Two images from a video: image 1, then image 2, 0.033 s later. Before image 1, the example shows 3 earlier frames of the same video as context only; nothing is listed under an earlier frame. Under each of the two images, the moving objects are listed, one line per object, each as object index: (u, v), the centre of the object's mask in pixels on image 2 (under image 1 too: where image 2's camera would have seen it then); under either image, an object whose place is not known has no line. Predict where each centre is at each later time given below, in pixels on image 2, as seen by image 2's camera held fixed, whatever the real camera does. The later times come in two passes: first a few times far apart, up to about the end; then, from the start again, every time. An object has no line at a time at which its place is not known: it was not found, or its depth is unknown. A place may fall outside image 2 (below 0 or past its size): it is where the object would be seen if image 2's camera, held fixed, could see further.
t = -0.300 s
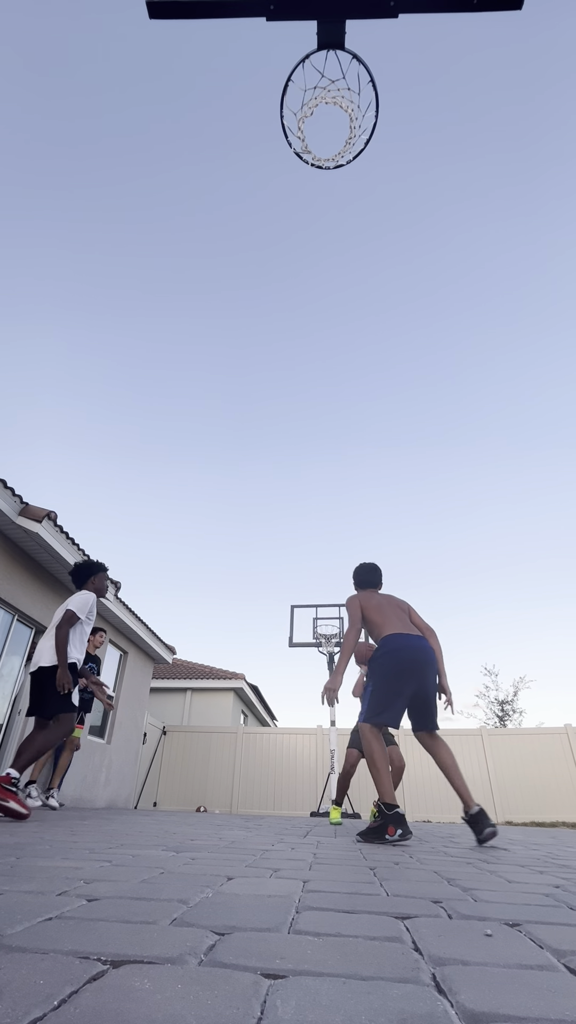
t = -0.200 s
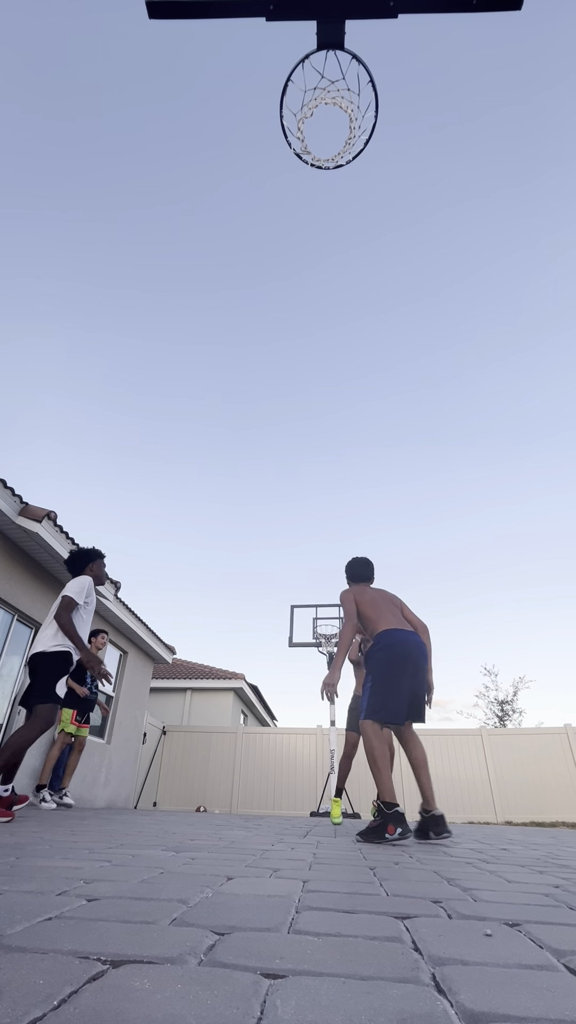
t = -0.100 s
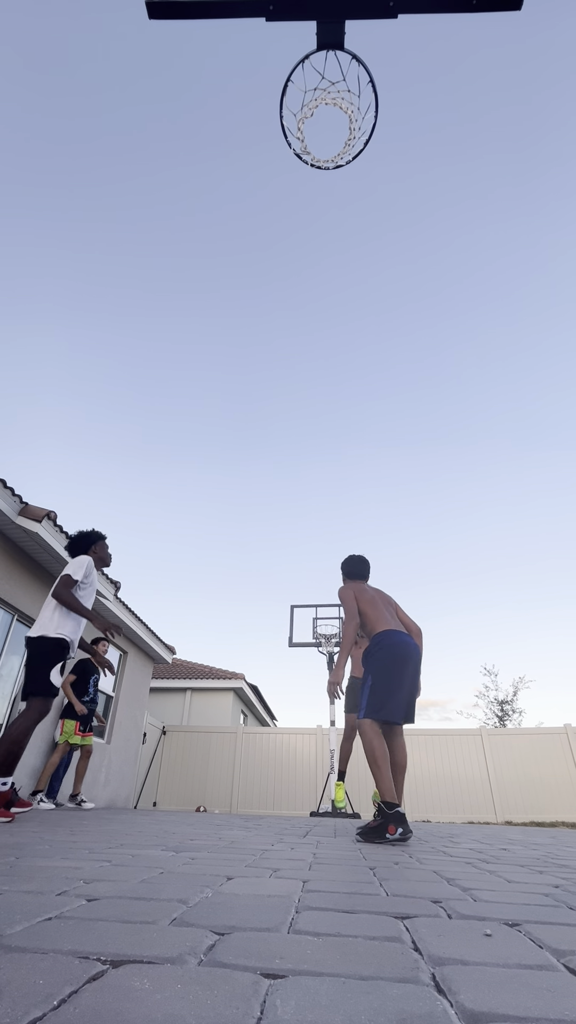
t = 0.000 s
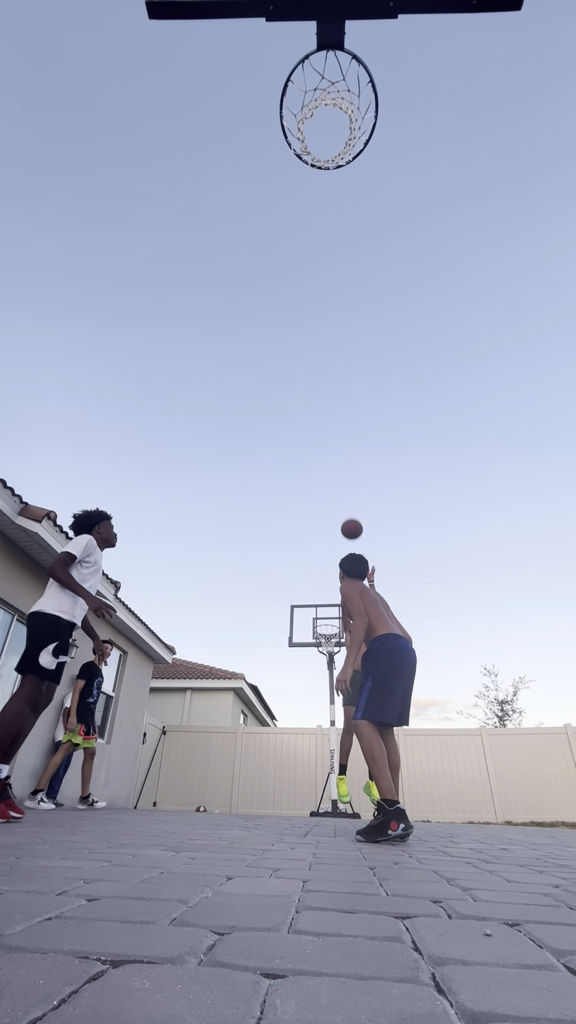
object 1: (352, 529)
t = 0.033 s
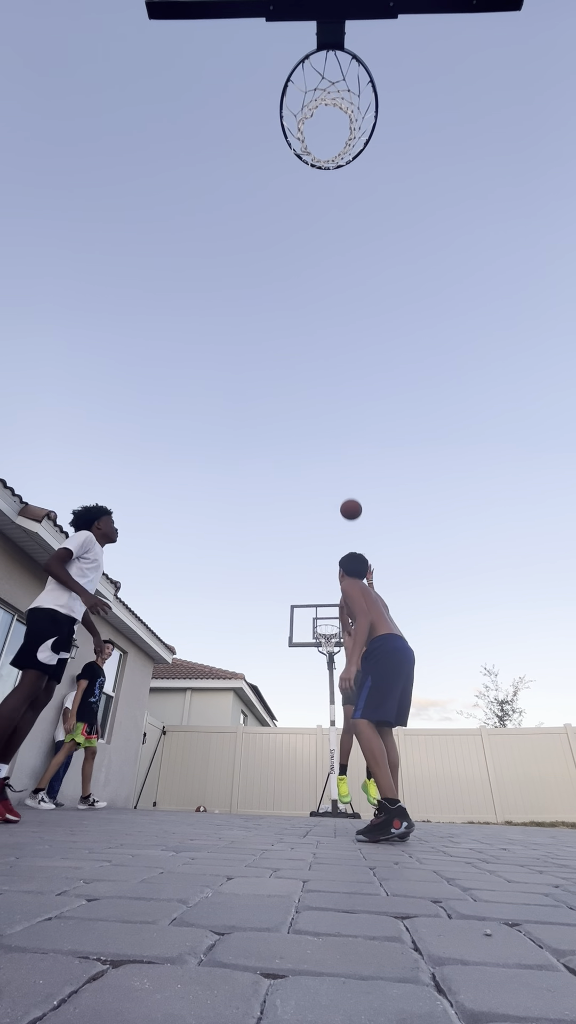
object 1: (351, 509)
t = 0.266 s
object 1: (348, 392)
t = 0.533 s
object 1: (346, 286)
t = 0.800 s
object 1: (347, 191)
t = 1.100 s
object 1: (301, 103)
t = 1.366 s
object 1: (337, 182)
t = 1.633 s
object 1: (415, 246)
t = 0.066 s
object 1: (350, 491)
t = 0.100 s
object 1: (350, 473)
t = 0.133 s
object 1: (349, 455)
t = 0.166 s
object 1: (349, 439)
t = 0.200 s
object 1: (348, 422)
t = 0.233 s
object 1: (348, 407)
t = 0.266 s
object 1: (348, 392)
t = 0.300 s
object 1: (347, 378)
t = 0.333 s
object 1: (347, 364)
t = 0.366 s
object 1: (347, 350)
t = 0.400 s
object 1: (346, 337)
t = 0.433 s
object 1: (346, 324)
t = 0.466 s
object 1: (346, 311)
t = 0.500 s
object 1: (346, 298)
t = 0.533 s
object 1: (346, 286)
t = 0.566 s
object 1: (346, 274)
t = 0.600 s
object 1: (346, 261)
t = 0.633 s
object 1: (346, 250)
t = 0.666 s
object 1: (346, 238)
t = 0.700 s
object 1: (346, 226)
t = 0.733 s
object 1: (347, 214)
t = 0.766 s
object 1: (347, 203)
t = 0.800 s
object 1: (347, 191)
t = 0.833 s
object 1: (348, 180)
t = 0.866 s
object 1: (351, 171)
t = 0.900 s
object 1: (352, 154)
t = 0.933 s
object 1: (344, 139)
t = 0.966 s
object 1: (339, 128)
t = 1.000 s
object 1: (359, 104)
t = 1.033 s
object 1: (349, 91)
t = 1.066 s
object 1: (327, 94)
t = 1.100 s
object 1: (301, 103)
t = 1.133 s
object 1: (296, 120)
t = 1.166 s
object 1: (295, 134)
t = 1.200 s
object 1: (301, 149)
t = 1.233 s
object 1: (303, 162)
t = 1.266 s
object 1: (312, 170)
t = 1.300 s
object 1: (320, 175)
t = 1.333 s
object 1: (329, 179)
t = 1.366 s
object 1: (337, 182)
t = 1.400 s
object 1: (346, 185)
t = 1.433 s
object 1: (354, 189)
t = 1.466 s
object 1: (363, 195)
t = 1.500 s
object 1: (372, 202)
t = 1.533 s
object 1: (382, 210)
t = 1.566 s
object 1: (392, 220)
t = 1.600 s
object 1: (404, 232)
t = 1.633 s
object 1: (415, 246)
